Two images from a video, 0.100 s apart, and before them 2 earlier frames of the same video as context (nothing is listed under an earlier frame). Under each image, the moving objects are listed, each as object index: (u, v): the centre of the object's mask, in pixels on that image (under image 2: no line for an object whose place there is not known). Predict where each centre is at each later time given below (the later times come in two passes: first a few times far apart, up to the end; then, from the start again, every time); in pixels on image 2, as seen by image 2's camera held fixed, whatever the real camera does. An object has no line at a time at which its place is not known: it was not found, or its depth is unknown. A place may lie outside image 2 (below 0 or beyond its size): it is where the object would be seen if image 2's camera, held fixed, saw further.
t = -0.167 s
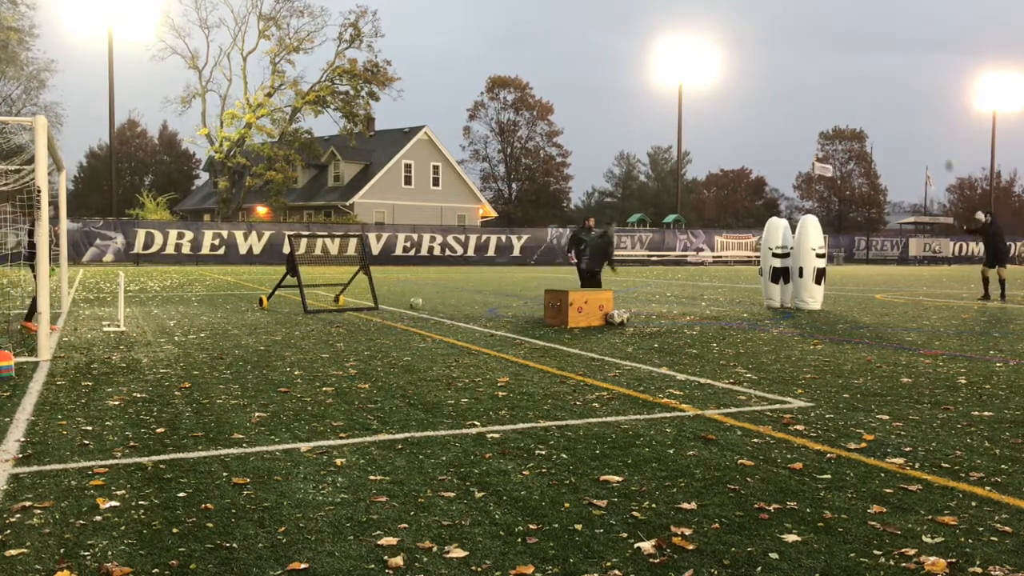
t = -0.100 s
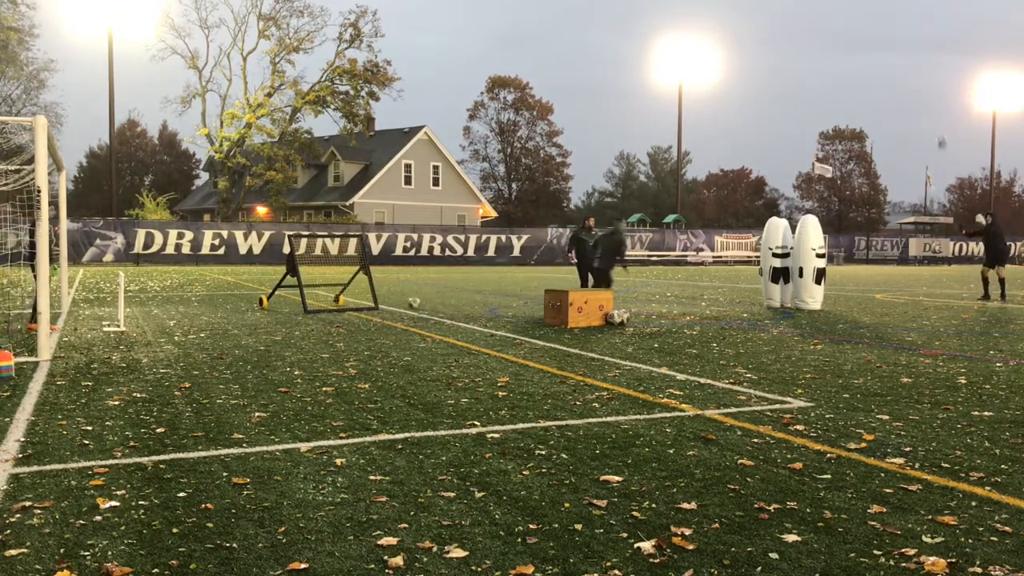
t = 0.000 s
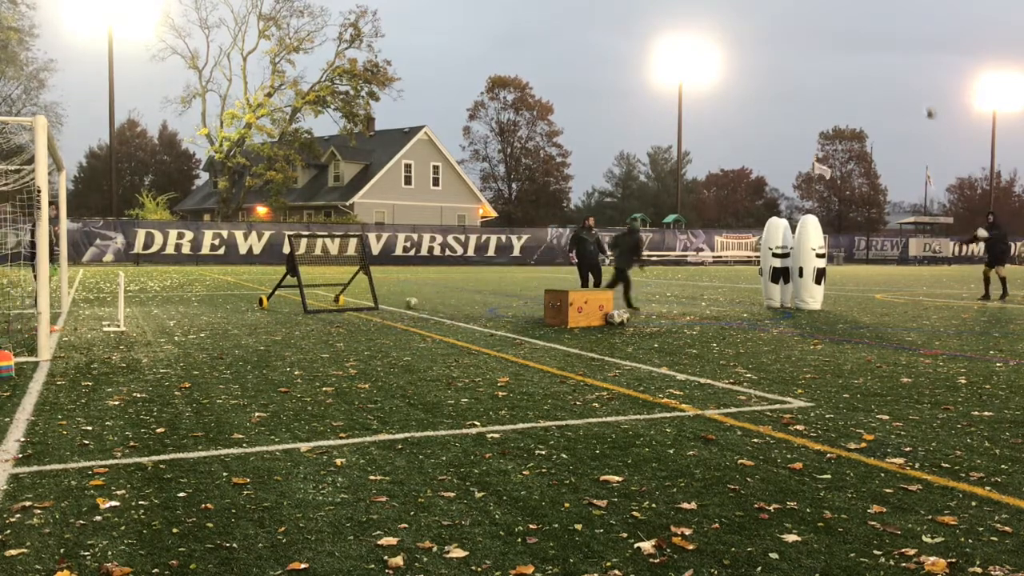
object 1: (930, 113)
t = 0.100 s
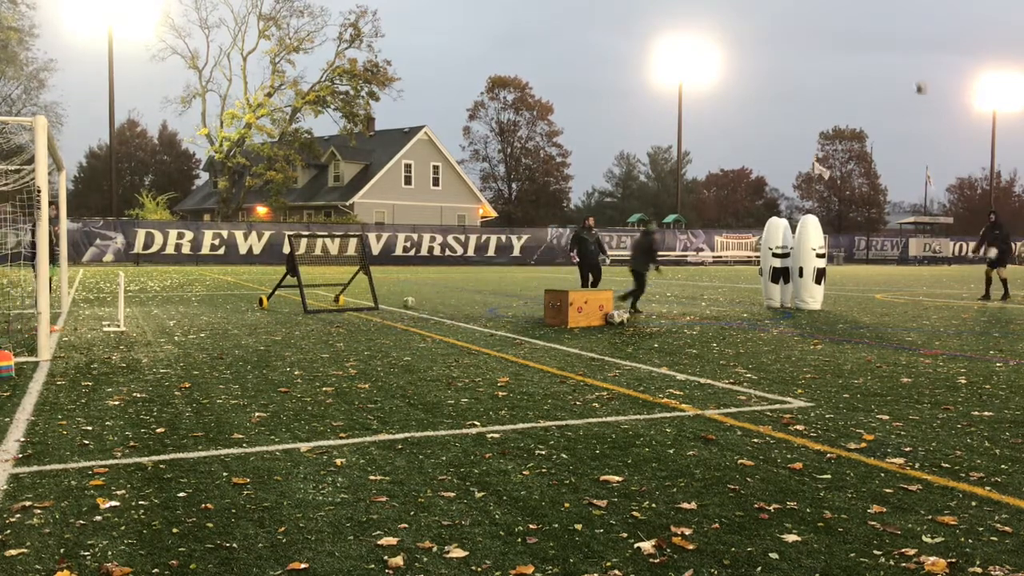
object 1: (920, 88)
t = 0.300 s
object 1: (899, 54)
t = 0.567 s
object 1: (870, 40)
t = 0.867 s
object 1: (837, 68)
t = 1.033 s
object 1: (819, 105)
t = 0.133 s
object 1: (916, 82)
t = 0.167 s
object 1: (914, 75)
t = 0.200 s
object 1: (910, 68)
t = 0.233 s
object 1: (906, 63)
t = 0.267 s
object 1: (902, 58)
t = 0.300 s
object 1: (899, 54)
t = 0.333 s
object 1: (895, 50)
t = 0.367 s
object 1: (891, 47)
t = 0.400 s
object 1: (888, 44)
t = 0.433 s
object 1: (884, 42)
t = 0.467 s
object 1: (881, 41)
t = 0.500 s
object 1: (877, 40)
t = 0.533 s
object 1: (873, 40)
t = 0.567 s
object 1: (870, 40)
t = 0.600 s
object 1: (866, 41)
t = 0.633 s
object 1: (863, 42)
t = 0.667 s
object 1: (859, 44)
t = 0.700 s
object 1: (856, 46)
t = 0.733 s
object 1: (852, 49)
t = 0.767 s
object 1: (848, 54)
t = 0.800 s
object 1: (844, 58)
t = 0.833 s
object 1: (840, 63)
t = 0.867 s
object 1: (837, 68)
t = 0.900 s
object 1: (833, 74)
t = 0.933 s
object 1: (830, 80)
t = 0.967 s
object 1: (826, 88)
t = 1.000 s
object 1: (822, 97)
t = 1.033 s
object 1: (819, 105)
